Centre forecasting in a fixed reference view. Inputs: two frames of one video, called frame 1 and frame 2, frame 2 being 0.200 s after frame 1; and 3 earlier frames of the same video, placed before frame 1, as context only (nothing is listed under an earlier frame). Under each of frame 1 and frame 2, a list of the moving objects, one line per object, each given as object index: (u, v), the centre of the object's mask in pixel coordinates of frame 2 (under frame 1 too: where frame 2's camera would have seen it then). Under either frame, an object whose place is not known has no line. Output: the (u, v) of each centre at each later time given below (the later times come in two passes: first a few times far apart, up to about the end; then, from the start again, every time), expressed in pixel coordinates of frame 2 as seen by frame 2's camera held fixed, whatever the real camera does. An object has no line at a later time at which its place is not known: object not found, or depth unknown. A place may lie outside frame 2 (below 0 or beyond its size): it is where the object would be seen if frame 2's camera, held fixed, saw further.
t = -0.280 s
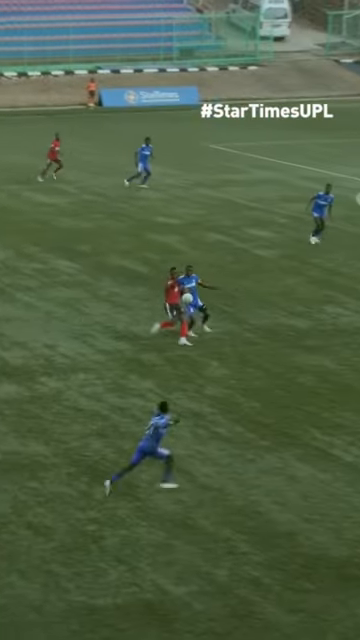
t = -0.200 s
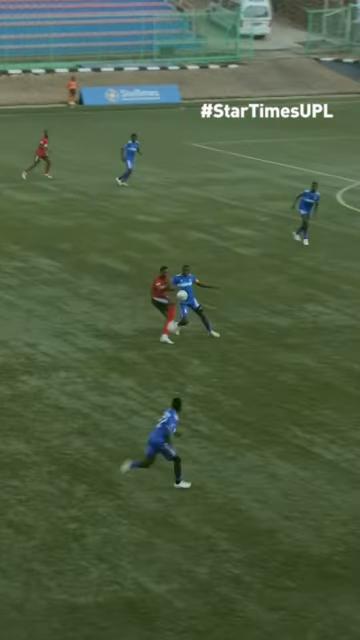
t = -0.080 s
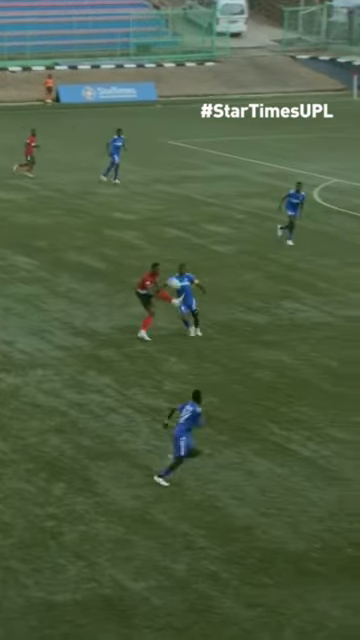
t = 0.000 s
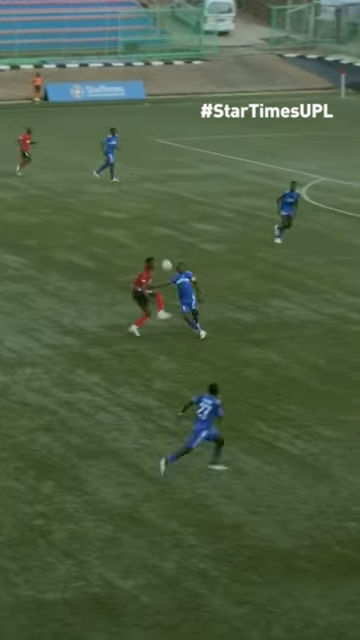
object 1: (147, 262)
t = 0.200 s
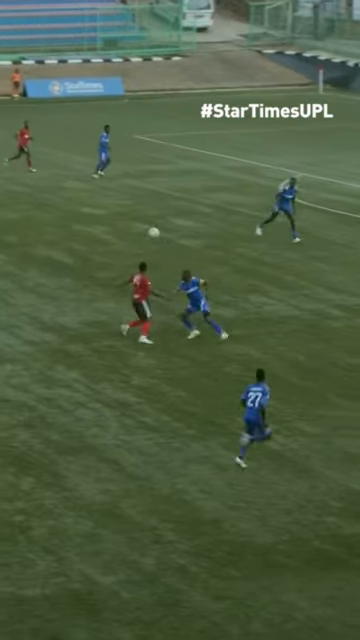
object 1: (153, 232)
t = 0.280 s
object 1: (157, 226)
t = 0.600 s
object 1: (169, 231)
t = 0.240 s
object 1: (156, 228)
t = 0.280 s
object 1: (157, 226)
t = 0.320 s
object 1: (158, 224)
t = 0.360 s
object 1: (160, 223)
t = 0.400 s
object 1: (160, 222)
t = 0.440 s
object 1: (163, 223)
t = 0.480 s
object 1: (166, 224)
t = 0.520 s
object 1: (168, 226)
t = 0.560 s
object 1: (168, 228)
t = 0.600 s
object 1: (169, 231)
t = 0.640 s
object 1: (171, 235)
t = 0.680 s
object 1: (173, 239)
